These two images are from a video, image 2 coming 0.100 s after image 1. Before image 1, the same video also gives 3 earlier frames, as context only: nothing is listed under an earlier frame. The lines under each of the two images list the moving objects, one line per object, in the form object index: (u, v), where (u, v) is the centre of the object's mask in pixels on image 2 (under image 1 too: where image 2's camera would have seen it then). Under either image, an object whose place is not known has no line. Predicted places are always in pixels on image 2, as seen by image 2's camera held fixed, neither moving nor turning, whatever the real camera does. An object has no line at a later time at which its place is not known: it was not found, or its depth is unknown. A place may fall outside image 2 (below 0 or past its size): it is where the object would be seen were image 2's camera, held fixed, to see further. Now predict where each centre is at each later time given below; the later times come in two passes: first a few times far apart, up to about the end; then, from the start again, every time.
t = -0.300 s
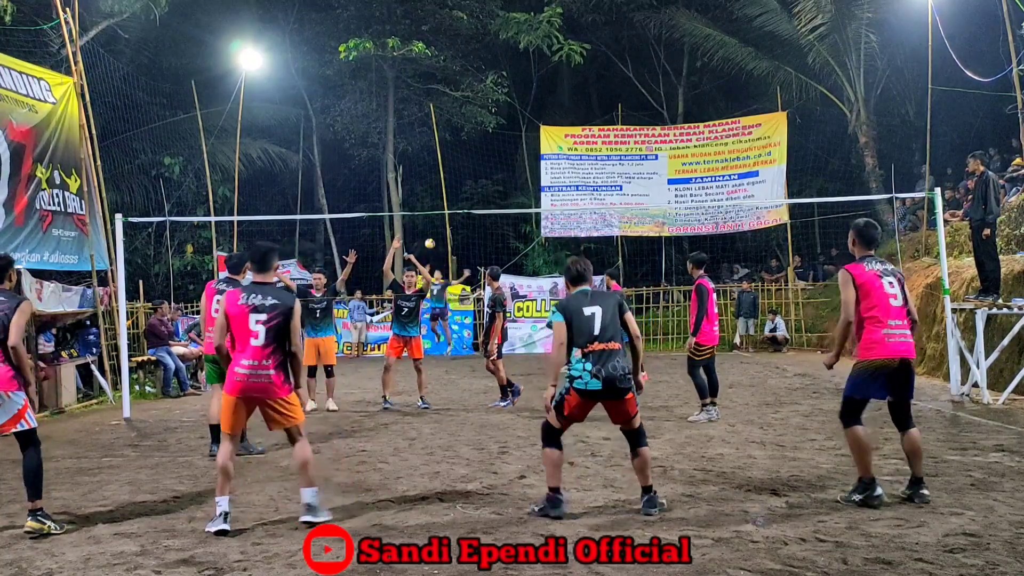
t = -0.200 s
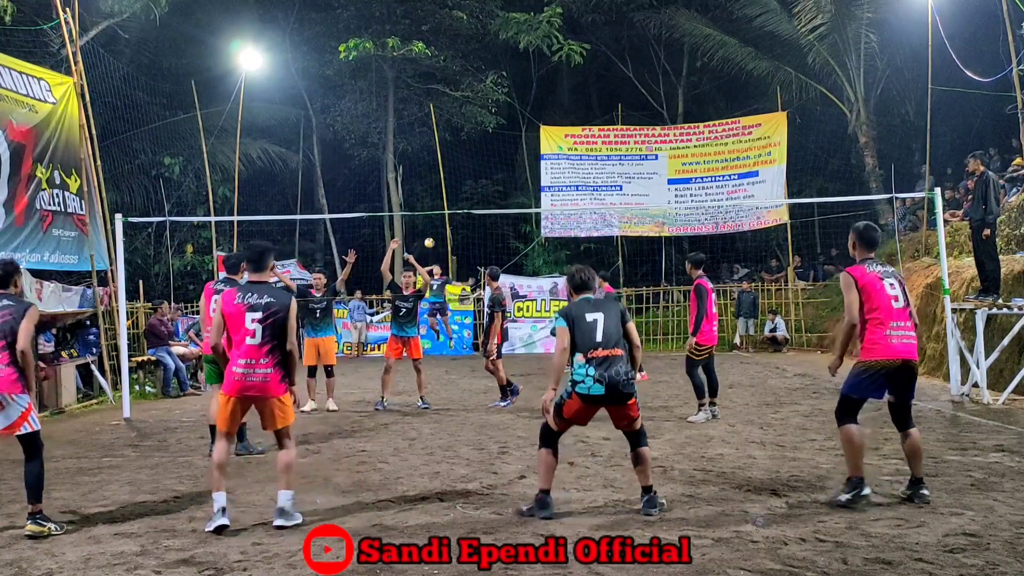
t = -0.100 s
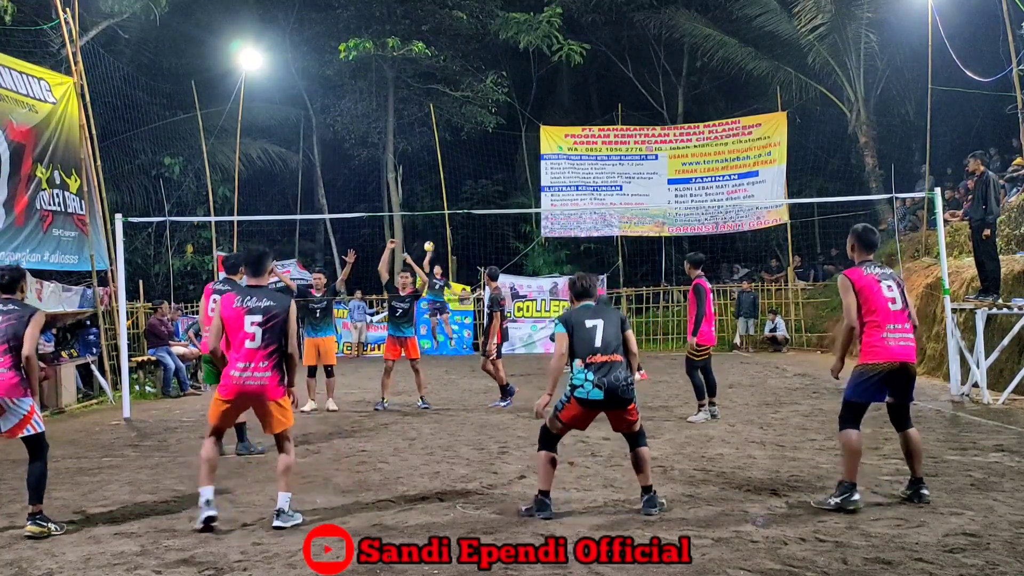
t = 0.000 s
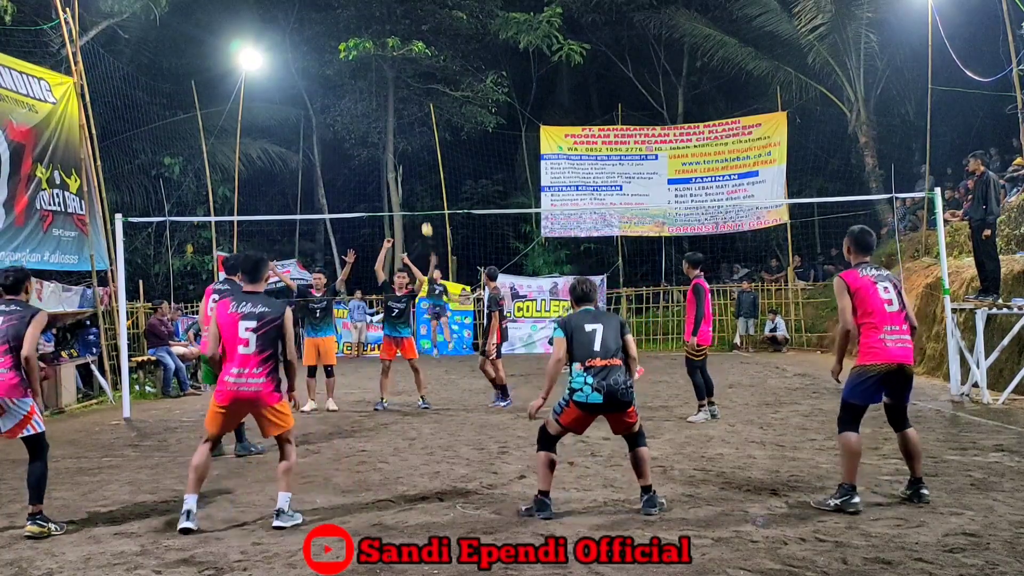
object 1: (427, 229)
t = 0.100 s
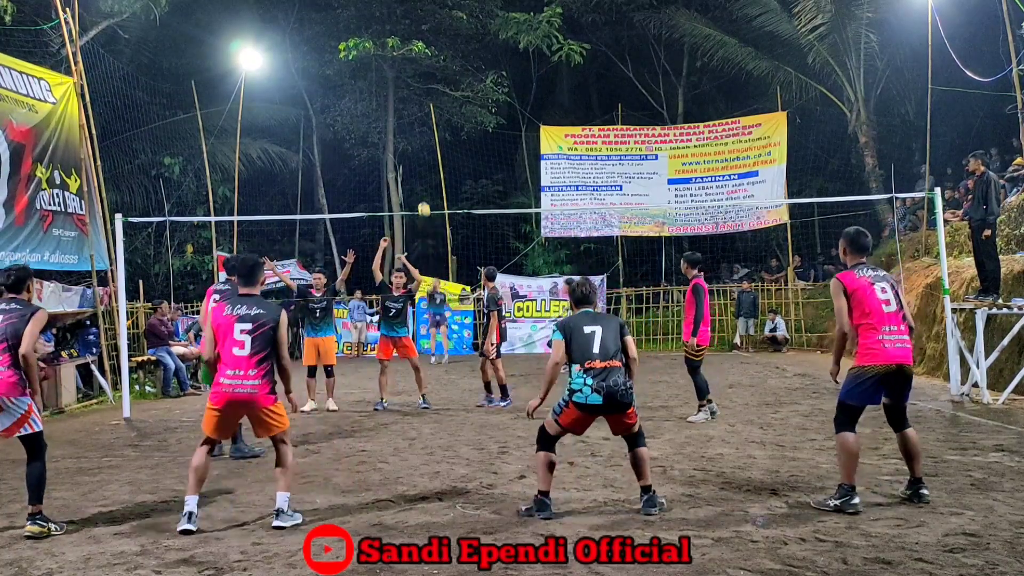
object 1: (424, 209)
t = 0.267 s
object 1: (416, 181)
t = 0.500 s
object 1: (398, 160)
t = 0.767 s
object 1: (368, 178)
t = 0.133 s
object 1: (423, 203)
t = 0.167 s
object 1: (421, 197)
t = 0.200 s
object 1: (419, 191)
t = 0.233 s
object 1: (418, 186)
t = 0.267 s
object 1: (416, 181)
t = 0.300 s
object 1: (413, 176)
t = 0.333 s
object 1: (411, 172)
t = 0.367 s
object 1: (408, 169)
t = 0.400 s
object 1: (405, 166)
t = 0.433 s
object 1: (403, 164)
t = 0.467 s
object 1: (400, 162)
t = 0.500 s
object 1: (398, 160)
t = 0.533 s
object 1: (395, 159)
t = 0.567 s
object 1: (392, 159)
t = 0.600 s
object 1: (388, 159)
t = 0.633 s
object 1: (385, 160)
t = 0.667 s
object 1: (382, 162)
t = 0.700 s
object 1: (377, 166)
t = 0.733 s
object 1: (373, 171)
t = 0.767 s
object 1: (368, 178)
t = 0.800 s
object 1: (363, 188)
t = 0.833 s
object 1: (358, 197)
